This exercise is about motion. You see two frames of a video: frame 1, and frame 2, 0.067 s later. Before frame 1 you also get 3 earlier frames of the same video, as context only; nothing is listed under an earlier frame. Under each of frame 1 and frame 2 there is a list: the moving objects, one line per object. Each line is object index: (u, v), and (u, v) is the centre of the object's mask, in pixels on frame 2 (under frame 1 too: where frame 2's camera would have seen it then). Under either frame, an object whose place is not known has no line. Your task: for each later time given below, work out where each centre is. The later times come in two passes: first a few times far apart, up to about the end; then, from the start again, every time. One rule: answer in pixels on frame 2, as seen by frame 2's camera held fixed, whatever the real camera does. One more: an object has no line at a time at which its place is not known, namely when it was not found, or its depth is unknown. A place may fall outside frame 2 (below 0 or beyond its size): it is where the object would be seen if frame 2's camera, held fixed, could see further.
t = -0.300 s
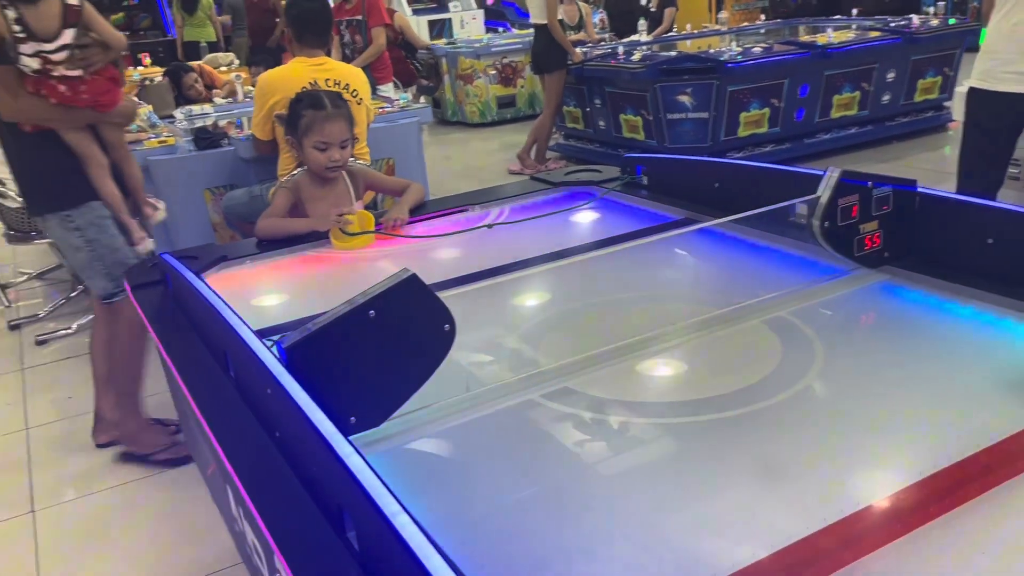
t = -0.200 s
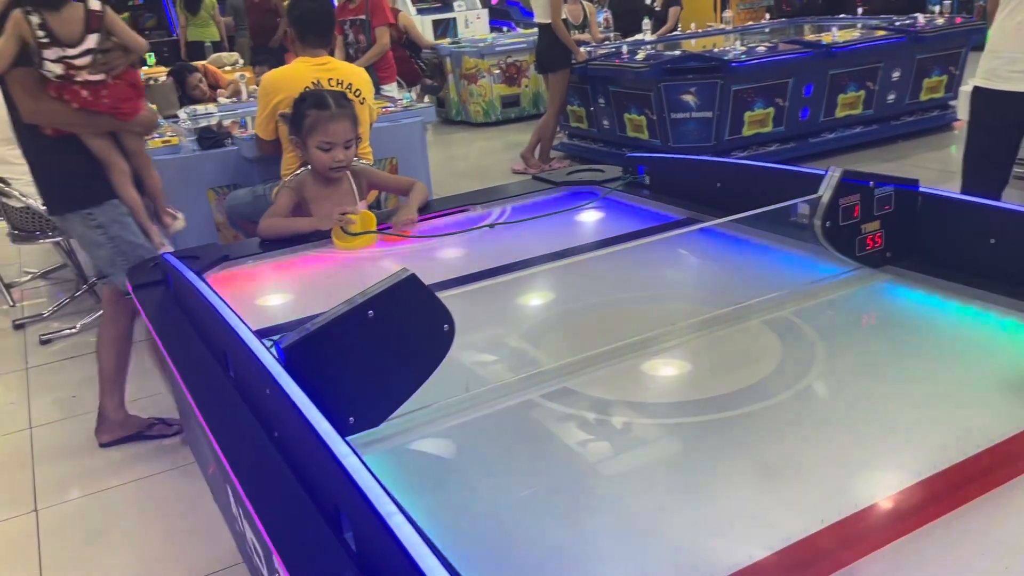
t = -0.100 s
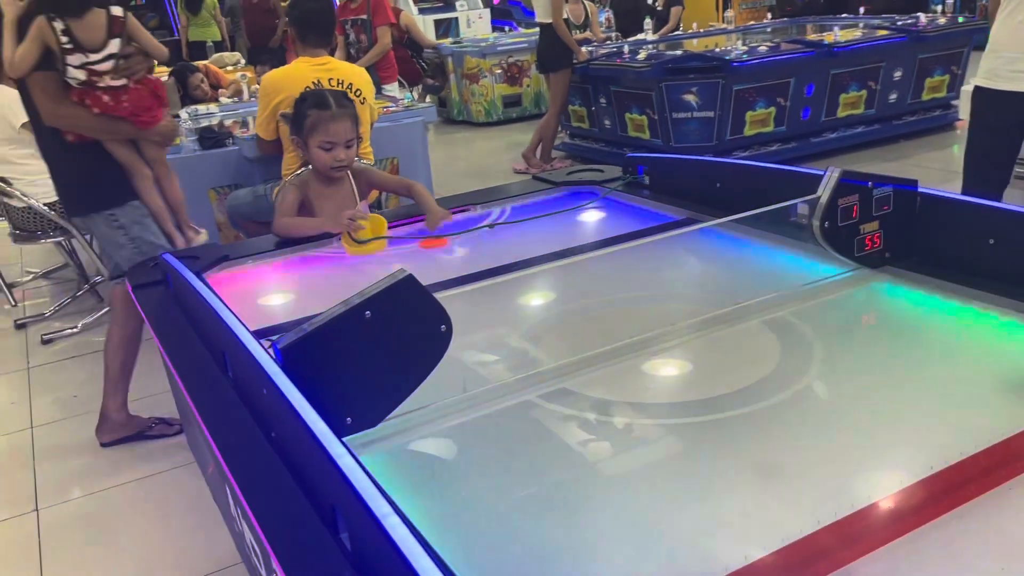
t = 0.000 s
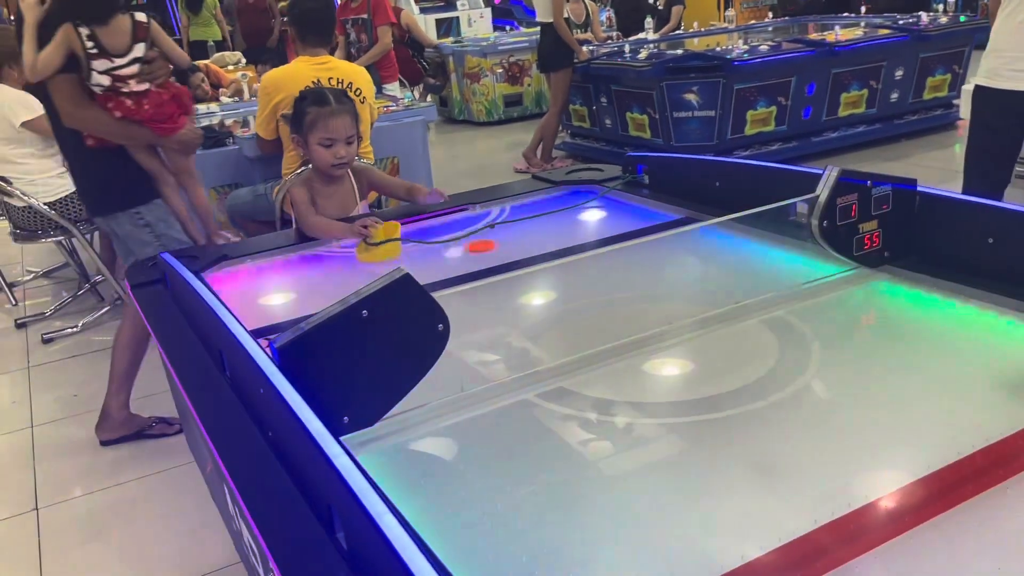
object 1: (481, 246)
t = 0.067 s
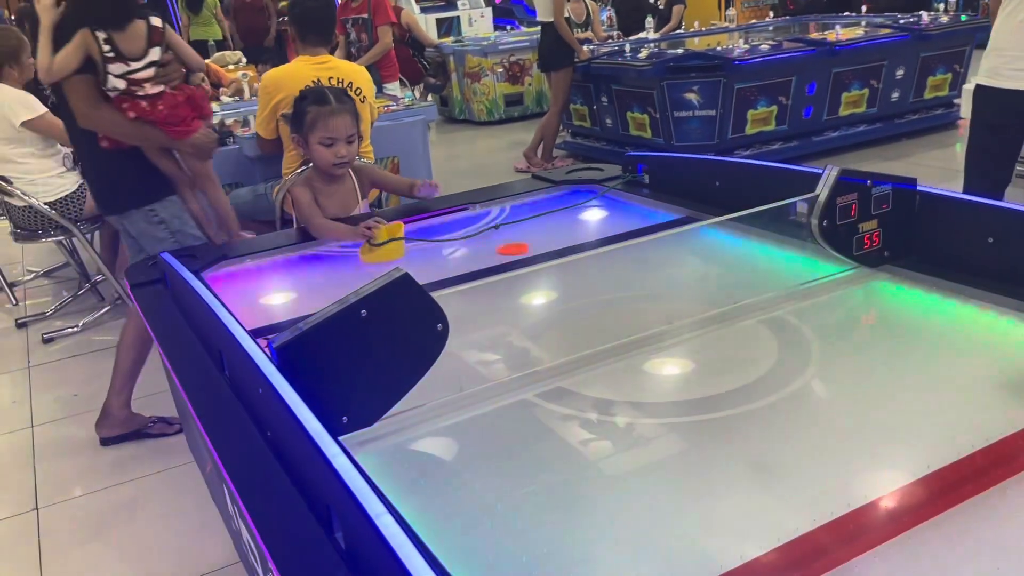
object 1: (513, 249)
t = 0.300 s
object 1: (645, 264)
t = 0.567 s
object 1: (825, 284)
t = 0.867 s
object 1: (996, 337)
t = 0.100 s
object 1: (531, 251)
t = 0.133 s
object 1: (549, 253)
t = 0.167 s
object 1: (564, 253)
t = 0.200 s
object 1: (585, 257)
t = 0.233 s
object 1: (605, 260)
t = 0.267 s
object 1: (625, 262)
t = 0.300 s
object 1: (645, 264)
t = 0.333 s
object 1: (665, 266)
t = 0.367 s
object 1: (685, 268)
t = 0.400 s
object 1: (707, 271)
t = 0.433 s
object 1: (729, 273)
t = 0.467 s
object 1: (752, 275)
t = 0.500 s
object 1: (776, 278)
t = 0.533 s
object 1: (801, 281)
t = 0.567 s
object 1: (825, 284)
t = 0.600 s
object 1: (849, 286)
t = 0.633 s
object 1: (873, 288)
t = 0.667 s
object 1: (901, 291)
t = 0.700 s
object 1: (932, 294)
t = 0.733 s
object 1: (946, 300)
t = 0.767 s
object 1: (960, 309)
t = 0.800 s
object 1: (973, 318)
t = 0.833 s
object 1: (987, 328)
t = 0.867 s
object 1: (996, 337)
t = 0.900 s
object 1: (1002, 347)
